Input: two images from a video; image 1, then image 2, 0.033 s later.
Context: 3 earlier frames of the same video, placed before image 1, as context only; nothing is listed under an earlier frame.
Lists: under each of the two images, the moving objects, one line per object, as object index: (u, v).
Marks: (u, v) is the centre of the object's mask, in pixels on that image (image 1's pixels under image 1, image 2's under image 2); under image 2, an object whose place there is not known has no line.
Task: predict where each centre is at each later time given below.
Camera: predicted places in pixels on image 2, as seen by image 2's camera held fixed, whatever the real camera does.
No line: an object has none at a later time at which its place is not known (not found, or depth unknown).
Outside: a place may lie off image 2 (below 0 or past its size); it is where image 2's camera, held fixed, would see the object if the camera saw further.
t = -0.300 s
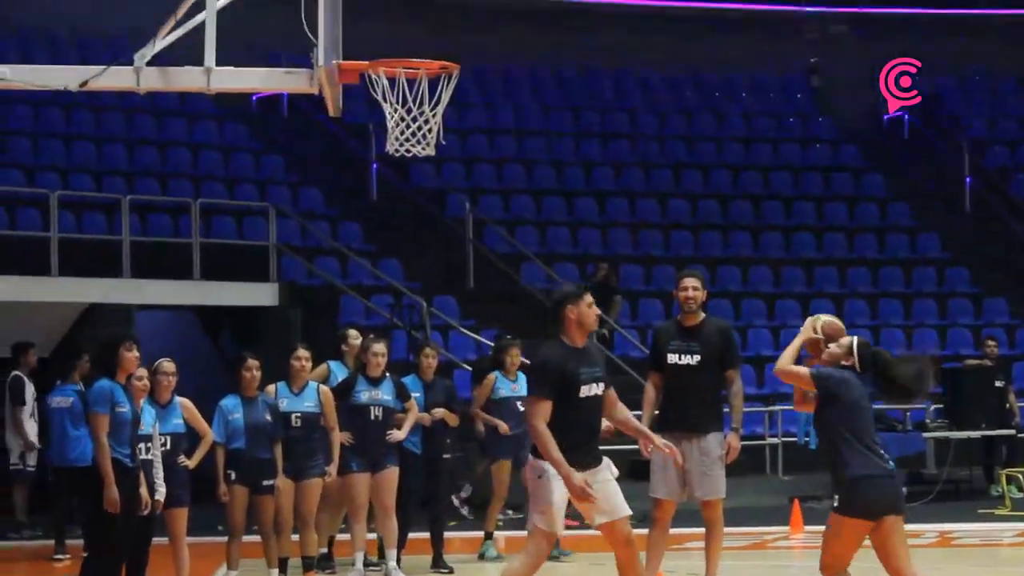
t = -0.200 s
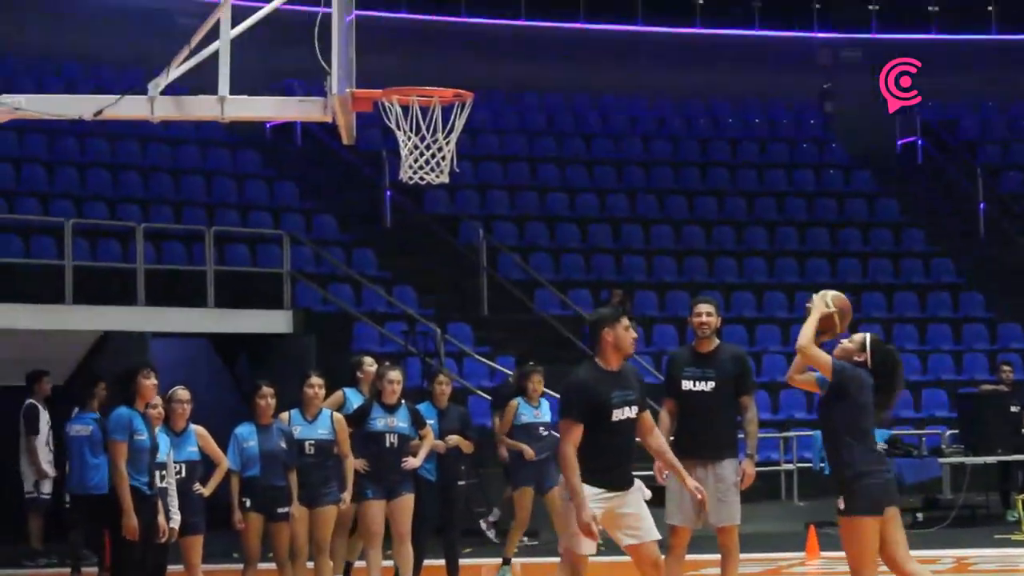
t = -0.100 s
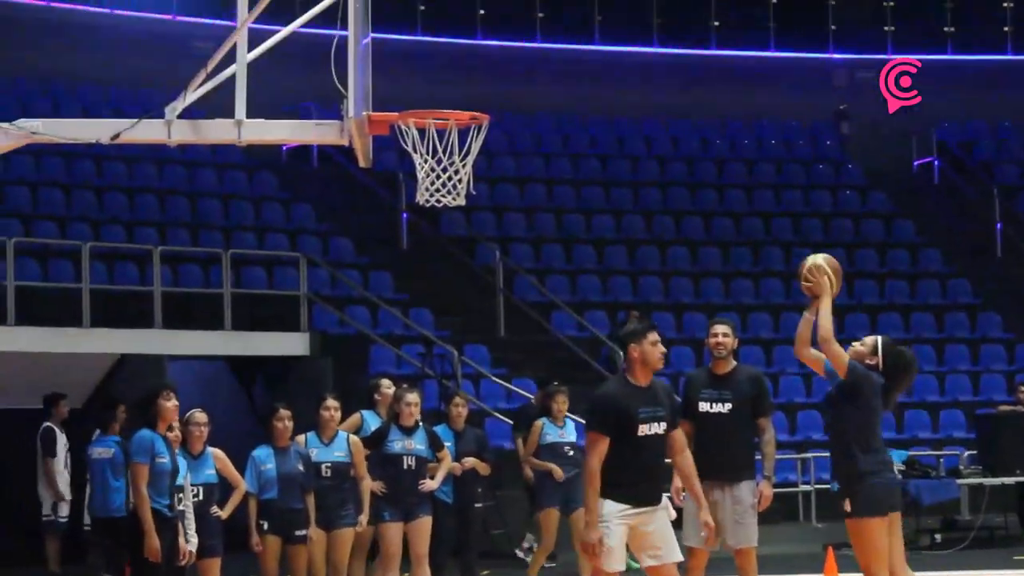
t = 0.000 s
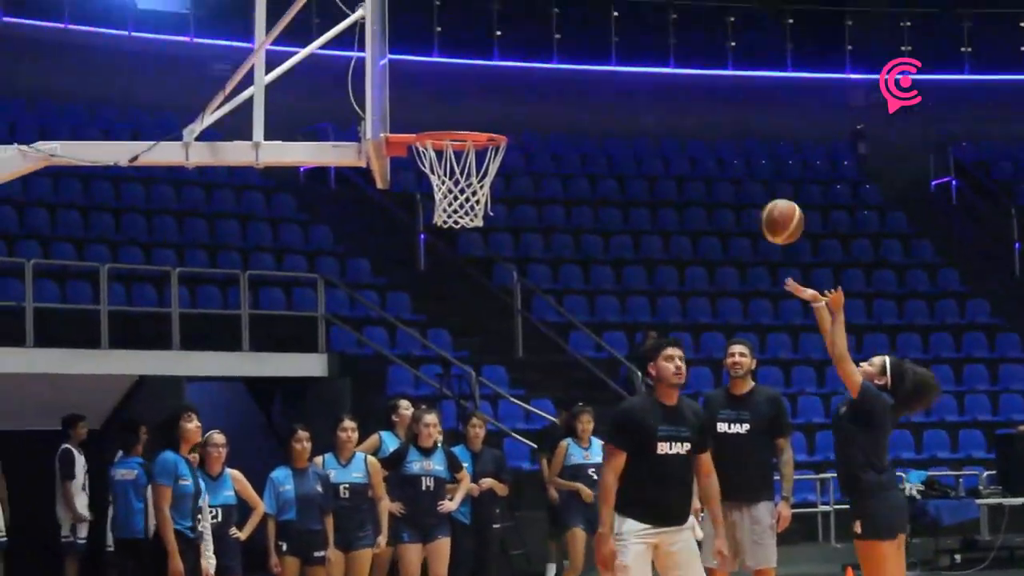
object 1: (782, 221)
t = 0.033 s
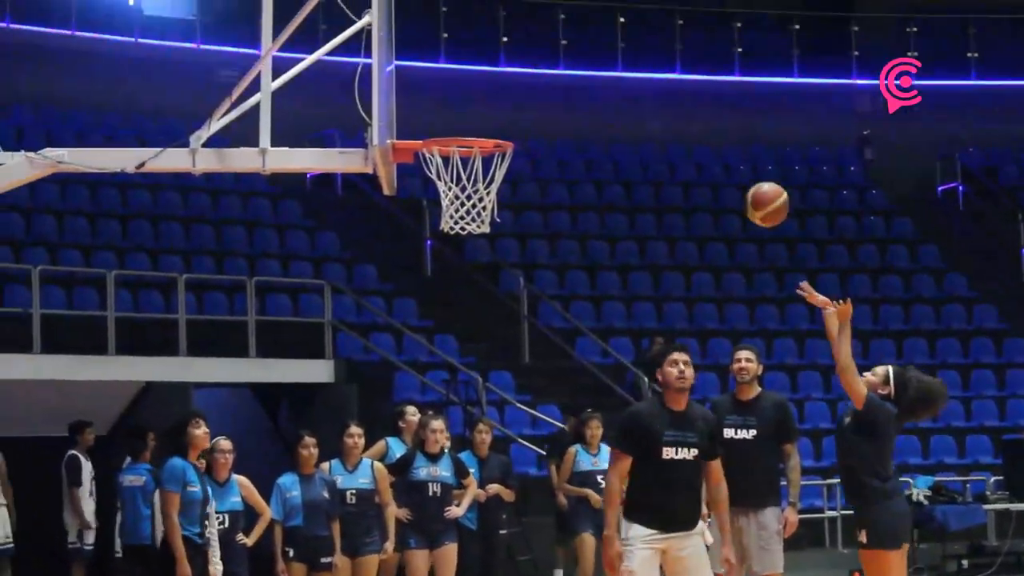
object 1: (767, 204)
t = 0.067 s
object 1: (743, 183)
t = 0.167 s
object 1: (676, 133)
